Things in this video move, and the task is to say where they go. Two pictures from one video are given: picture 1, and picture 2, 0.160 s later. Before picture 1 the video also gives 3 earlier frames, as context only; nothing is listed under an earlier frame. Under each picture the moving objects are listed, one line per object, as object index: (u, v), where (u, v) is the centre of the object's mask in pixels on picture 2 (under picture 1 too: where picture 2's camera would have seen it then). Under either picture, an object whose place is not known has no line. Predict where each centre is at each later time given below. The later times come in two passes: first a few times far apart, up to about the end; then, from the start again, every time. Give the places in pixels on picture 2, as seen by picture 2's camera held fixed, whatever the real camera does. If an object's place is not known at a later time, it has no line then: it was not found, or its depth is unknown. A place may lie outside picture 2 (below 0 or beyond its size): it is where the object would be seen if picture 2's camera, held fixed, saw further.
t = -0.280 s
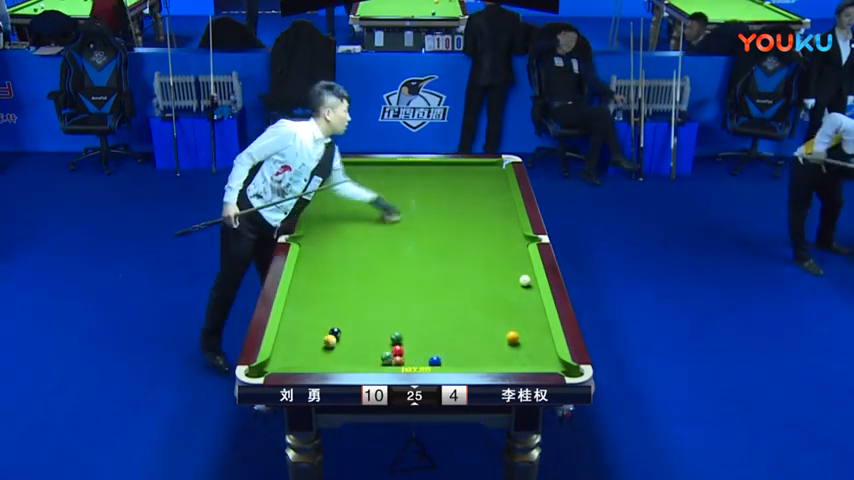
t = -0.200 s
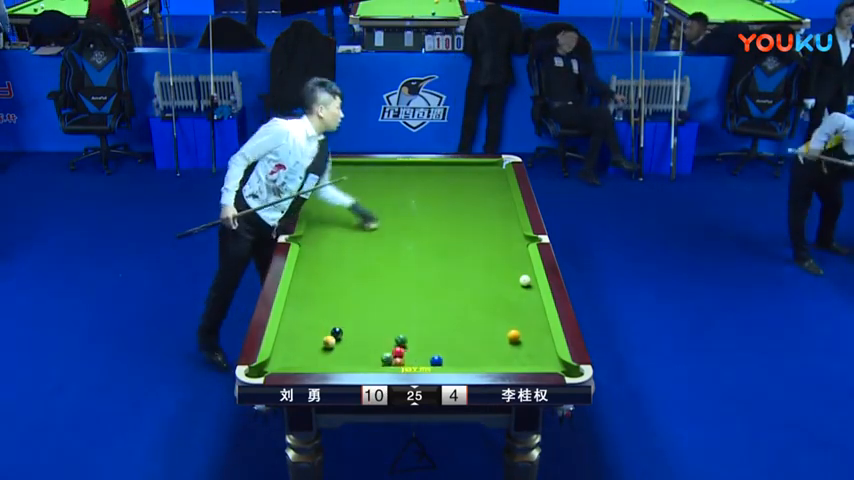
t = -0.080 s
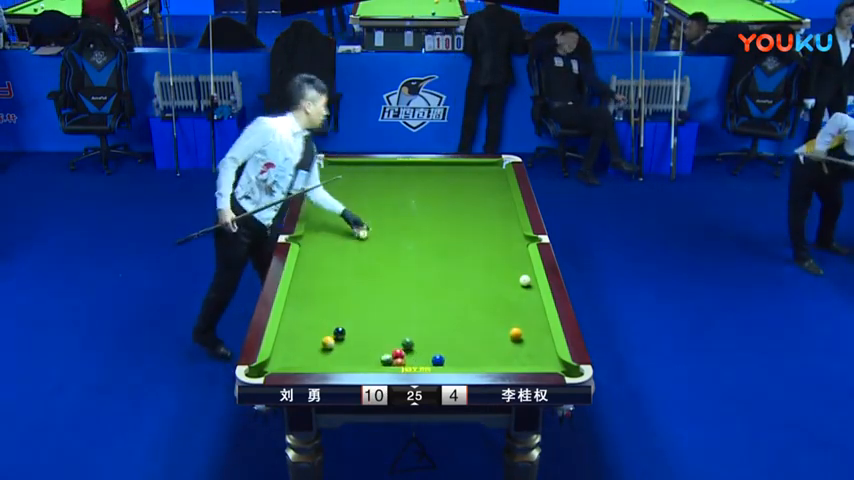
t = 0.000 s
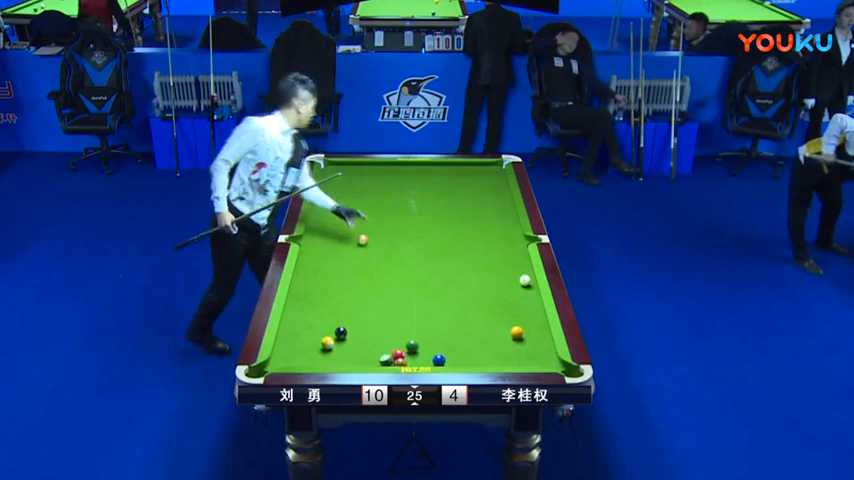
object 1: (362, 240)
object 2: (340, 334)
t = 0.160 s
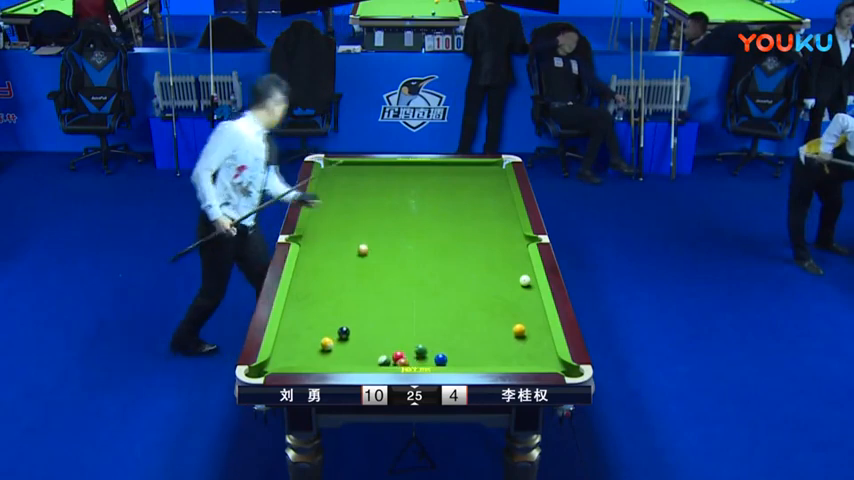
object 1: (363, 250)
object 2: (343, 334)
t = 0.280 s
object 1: (363, 257)
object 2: (345, 333)
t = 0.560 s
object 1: (363, 276)
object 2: (348, 333)
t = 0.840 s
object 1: (363, 294)
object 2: (350, 333)
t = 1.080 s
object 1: (362, 311)
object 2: (351, 333)
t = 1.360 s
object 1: (364, 331)
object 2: (350, 333)
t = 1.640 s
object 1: (374, 349)
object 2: (341, 336)
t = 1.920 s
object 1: (382, 352)
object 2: (335, 338)
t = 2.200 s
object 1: (388, 349)
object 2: (330, 337)
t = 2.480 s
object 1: (392, 345)
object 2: (326, 337)
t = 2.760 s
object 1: (396, 343)
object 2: (325, 336)
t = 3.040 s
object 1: (400, 340)
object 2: (325, 336)
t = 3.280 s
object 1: (402, 338)
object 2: (324, 336)
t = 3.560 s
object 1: (403, 337)
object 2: (325, 336)
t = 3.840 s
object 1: (404, 337)
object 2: (324, 336)
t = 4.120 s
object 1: (404, 337)
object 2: (325, 336)
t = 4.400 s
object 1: (404, 337)
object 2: (324, 336)
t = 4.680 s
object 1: (403, 336)
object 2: (324, 336)
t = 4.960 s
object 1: (403, 336)
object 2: (324, 336)
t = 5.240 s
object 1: (403, 337)
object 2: (324, 336)
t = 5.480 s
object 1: (403, 336)
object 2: (324, 336)
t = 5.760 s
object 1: (403, 336)
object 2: (324, 336)
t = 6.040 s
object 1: (403, 336)
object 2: (324, 336)
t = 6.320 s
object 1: (403, 336)
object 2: (324, 336)
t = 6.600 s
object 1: (403, 337)
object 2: (324, 336)
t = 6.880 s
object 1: (403, 336)
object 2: (324, 336)
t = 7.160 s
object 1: (403, 336)
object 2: (324, 336)
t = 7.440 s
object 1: (403, 336)
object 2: (324, 336)
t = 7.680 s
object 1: (403, 337)
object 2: (324, 336)
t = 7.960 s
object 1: (403, 336)
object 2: (324, 336)
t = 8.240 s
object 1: (403, 336)
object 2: (324, 336)
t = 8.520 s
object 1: (403, 337)
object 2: (324, 336)
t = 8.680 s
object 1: (403, 337)
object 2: (324, 336)
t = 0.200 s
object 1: (362, 253)
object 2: (344, 333)
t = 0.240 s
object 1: (363, 255)
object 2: (345, 333)
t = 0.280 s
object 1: (363, 257)
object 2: (345, 333)
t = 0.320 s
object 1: (363, 261)
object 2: (346, 333)
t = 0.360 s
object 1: (362, 263)
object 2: (346, 333)
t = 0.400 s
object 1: (362, 265)
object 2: (346, 333)
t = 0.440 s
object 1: (362, 268)
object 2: (347, 333)
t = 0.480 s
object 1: (362, 271)
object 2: (347, 333)
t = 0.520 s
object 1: (362, 273)
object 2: (348, 333)
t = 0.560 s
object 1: (363, 276)
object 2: (348, 333)
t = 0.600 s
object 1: (362, 278)
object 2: (349, 333)
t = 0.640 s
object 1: (362, 280)
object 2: (349, 333)
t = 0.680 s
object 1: (362, 283)
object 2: (349, 333)
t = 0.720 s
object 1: (362, 286)
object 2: (350, 333)
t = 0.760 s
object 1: (363, 288)
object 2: (350, 333)
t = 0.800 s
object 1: (363, 291)
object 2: (350, 333)
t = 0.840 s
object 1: (363, 294)
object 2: (350, 333)
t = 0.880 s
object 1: (362, 296)
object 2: (351, 333)
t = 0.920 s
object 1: (363, 299)
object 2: (351, 333)
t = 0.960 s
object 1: (362, 303)
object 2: (351, 333)
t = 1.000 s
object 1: (362, 305)
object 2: (351, 333)
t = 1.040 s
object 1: (362, 308)
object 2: (351, 333)
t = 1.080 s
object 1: (362, 311)
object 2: (351, 333)
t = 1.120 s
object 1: (362, 314)
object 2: (351, 333)
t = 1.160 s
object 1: (363, 316)
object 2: (351, 333)
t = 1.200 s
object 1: (363, 319)
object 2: (351, 333)
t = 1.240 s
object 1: (363, 323)
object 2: (351, 333)
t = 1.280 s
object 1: (363, 325)
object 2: (351, 333)
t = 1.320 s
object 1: (363, 328)
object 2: (351, 333)
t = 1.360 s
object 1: (364, 331)
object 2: (350, 333)
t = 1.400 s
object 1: (366, 333)
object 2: (349, 334)
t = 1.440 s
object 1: (367, 336)
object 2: (347, 334)
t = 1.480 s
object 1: (369, 339)
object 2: (346, 335)
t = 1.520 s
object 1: (370, 341)
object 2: (345, 335)
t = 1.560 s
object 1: (371, 344)
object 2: (344, 335)
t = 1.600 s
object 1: (373, 346)
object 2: (342, 336)
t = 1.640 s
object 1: (374, 349)
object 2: (341, 336)
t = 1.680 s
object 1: (375, 351)
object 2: (340, 336)
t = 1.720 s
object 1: (377, 352)
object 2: (339, 337)
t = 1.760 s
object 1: (378, 353)
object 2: (338, 337)
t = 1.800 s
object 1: (379, 354)
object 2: (337, 337)
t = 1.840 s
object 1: (380, 354)
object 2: (336, 337)
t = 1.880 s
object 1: (381, 353)
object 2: (335, 338)
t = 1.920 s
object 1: (382, 352)
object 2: (335, 338)
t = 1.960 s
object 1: (383, 352)
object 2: (334, 338)
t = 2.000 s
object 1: (384, 351)
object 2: (333, 337)
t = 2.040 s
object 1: (385, 351)
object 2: (332, 338)
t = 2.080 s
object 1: (386, 350)
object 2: (331, 337)
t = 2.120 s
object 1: (386, 350)
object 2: (331, 337)
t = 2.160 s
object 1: (387, 349)
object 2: (330, 337)
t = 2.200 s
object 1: (388, 349)
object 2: (330, 337)
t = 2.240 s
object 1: (388, 349)
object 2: (329, 337)
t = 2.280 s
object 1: (389, 348)
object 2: (329, 337)
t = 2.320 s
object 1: (389, 348)
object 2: (328, 337)
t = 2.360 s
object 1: (390, 347)
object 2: (328, 337)
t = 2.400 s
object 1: (391, 347)
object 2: (327, 337)
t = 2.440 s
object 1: (391, 346)
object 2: (327, 337)
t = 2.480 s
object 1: (392, 345)
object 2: (326, 337)
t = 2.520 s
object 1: (393, 344)
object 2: (326, 337)
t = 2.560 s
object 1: (393, 344)
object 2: (326, 336)
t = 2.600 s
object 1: (394, 344)
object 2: (326, 337)
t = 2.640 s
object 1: (394, 344)
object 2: (325, 336)
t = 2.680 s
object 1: (395, 343)
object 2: (325, 336)
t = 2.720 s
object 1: (396, 343)
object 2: (325, 336)
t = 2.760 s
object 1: (396, 343)
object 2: (325, 336)
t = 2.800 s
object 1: (397, 342)
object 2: (325, 336)
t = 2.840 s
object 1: (397, 341)
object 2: (324, 336)
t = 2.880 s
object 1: (397, 341)
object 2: (325, 336)
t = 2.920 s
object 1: (398, 341)
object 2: (325, 336)
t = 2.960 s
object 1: (399, 341)
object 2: (324, 336)
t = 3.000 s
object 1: (399, 340)
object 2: (324, 336)
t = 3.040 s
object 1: (400, 340)
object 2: (325, 336)
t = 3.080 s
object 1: (400, 339)
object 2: (325, 336)
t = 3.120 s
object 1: (400, 339)
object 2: (325, 336)
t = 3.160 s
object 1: (401, 339)
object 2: (325, 336)
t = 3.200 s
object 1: (401, 339)
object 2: (325, 336)
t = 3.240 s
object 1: (402, 338)
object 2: (324, 336)
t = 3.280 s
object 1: (402, 338)
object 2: (324, 336)
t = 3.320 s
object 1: (402, 338)
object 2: (325, 336)
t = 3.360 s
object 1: (402, 338)
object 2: (325, 336)
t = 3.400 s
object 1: (402, 337)
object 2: (324, 336)
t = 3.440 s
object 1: (403, 337)
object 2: (324, 336)
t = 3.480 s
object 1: (403, 337)
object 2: (324, 336)
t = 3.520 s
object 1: (403, 337)
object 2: (324, 336)
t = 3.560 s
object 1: (403, 337)
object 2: (325, 336)
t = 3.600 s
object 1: (403, 337)
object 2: (325, 336)
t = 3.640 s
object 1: (403, 337)
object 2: (324, 336)
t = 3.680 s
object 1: (403, 337)
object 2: (324, 336)
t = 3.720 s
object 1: (403, 337)
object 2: (324, 336)
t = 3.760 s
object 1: (404, 337)
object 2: (325, 336)
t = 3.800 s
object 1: (404, 336)
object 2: (324, 336)
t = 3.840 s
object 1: (404, 337)
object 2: (324, 336)
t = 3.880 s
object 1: (404, 336)
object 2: (324, 336)
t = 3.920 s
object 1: (404, 337)
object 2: (324, 336)
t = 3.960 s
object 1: (404, 337)
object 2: (324, 336)
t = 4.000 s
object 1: (404, 337)
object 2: (325, 336)
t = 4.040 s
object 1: (404, 337)
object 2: (324, 336)
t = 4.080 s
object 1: (404, 337)
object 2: (325, 336)
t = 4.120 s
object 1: (404, 337)
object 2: (325, 336)
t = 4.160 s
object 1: (404, 337)
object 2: (324, 336)
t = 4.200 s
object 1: (404, 337)
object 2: (325, 336)
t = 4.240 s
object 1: (404, 337)
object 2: (324, 336)
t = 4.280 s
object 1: (404, 337)
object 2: (324, 336)
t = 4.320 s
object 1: (404, 336)
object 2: (325, 336)
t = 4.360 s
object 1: (404, 336)
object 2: (325, 336)
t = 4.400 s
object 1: (404, 337)
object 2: (324, 336)
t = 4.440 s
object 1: (404, 336)
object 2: (324, 336)
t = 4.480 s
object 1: (404, 337)
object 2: (324, 336)
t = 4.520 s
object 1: (403, 336)
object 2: (324, 336)
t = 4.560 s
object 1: (403, 336)
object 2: (324, 336)
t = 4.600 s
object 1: (403, 336)
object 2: (324, 336)
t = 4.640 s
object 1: (403, 336)
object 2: (324, 336)
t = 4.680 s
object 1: (403, 336)
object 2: (324, 336)
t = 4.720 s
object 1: (403, 336)
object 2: (324, 336)
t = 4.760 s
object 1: (403, 336)
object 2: (324, 336)
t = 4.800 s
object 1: (403, 336)
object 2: (324, 336)
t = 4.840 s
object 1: (403, 336)
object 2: (324, 336)
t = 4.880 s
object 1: (403, 336)
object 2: (324, 336)
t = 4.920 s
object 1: (403, 336)
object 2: (324, 336)
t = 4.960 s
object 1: (403, 336)
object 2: (324, 336)
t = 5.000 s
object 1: (403, 337)
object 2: (324, 336)
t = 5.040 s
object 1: (403, 336)
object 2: (324, 336)
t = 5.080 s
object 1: (403, 336)
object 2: (324, 336)
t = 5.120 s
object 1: (404, 336)
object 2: (324, 336)
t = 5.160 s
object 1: (404, 336)
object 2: (324, 336)
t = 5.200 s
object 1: (404, 336)
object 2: (324, 336)
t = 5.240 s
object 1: (403, 337)
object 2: (324, 336)
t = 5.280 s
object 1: (403, 336)
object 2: (324, 336)
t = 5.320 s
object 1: (403, 336)
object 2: (324, 336)
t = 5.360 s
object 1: (403, 336)
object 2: (324, 336)
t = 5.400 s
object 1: (403, 337)
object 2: (324, 336)
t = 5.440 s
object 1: (403, 336)
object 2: (324, 336)
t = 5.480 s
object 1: (403, 336)
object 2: (324, 336)
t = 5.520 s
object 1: (403, 336)
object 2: (324, 336)
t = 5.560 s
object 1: (403, 337)
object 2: (324, 336)
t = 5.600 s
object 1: (403, 336)
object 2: (324, 336)
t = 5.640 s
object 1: (403, 337)
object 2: (324, 336)
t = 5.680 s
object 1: (403, 336)
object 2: (324, 336)
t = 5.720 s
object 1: (403, 336)
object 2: (324, 336)
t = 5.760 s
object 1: (403, 336)
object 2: (324, 336)
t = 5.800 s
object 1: (403, 336)
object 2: (324, 336)
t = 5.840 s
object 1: (403, 336)
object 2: (324, 336)
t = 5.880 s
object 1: (403, 337)
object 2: (324, 336)
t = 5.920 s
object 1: (403, 336)
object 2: (324, 336)
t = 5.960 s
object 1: (403, 336)
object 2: (324, 336)
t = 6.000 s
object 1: (403, 336)
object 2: (324, 336)
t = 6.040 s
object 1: (403, 336)
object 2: (324, 336)
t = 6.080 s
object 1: (403, 336)
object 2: (324, 336)
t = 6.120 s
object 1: (403, 336)
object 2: (324, 336)
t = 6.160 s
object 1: (403, 336)
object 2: (324, 336)
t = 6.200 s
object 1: (403, 336)
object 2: (324, 336)
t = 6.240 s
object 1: (403, 336)
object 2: (324, 336)
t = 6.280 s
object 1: (403, 336)
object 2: (324, 336)
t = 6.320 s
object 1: (403, 336)
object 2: (324, 336)
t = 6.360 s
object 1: (403, 336)
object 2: (324, 336)
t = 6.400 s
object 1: (403, 336)
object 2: (324, 336)
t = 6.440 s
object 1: (403, 337)
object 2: (324, 336)
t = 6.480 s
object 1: (403, 336)
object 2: (324, 336)
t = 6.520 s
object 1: (403, 337)
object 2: (324, 336)
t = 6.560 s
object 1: (403, 336)
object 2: (324, 336)
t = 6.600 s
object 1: (403, 337)
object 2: (324, 336)
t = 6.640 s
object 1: (403, 336)
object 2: (324, 336)
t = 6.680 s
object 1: (403, 337)
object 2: (324, 336)
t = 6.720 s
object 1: (403, 337)
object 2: (324, 336)
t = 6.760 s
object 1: (403, 336)
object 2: (324, 336)
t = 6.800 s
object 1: (403, 336)
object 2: (324, 336)
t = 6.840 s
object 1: (403, 336)
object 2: (324, 336)
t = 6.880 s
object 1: (403, 336)
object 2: (324, 336)
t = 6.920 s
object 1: (403, 336)
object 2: (324, 336)
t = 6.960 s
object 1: (403, 336)
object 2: (324, 336)
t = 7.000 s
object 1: (403, 337)
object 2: (324, 336)
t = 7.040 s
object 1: (403, 336)
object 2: (324, 336)
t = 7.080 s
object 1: (403, 336)
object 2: (324, 336)
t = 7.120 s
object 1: (403, 336)
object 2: (324, 336)
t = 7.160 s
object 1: (403, 336)
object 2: (324, 336)
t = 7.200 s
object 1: (403, 337)
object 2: (324, 336)
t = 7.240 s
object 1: (403, 336)
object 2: (324, 336)
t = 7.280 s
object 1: (403, 336)
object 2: (324, 336)
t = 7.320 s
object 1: (403, 337)
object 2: (324, 336)
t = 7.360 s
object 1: (403, 336)
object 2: (324, 336)
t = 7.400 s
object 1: (403, 337)
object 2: (324, 336)
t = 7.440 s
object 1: (403, 336)
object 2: (324, 336)
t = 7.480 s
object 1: (403, 337)
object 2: (324, 336)
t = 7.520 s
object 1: (403, 336)
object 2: (324, 336)
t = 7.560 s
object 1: (403, 336)
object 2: (324, 336)
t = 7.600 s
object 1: (403, 337)
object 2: (324, 336)
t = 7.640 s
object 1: (403, 336)
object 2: (324, 336)
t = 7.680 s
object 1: (403, 337)
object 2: (324, 336)
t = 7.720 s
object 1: (403, 337)
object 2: (324, 336)
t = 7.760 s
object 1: (403, 337)
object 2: (324, 336)
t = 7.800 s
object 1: (403, 337)
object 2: (324, 336)
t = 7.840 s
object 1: (403, 337)
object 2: (324, 336)
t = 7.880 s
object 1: (403, 336)
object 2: (324, 336)
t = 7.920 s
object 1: (403, 337)
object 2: (324, 336)
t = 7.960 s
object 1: (403, 336)
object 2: (324, 336)
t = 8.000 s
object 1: (403, 337)
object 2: (324, 336)
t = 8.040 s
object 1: (403, 337)
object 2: (324, 336)
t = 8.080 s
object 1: (403, 337)
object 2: (324, 336)
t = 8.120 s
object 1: (403, 337)
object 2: (324, 336)
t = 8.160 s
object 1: (403, 337)
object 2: (324, 336)
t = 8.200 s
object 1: (403, 337)
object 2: (324, 336)
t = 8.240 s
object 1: (403, 336)
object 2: (324, 336)
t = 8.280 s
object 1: (403, 336)
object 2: (324, 336)
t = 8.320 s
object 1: (403, 337)
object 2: (324, 336)
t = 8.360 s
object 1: (403, 336)
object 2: (324, 336)
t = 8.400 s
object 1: (403, 336)
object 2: (324, 336)
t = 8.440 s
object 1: (403, 337)
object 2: (324, 336)
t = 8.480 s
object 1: (403, 336)
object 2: (324, 336)
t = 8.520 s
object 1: (403, 337)
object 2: (324, 336)
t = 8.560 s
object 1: (403, 337)
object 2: (324, 336)
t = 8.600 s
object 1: (403, 337)
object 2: (324, 336)
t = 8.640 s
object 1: (403, 337)
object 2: (324, 336)
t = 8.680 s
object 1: (403, 337)
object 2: (324, 336)
